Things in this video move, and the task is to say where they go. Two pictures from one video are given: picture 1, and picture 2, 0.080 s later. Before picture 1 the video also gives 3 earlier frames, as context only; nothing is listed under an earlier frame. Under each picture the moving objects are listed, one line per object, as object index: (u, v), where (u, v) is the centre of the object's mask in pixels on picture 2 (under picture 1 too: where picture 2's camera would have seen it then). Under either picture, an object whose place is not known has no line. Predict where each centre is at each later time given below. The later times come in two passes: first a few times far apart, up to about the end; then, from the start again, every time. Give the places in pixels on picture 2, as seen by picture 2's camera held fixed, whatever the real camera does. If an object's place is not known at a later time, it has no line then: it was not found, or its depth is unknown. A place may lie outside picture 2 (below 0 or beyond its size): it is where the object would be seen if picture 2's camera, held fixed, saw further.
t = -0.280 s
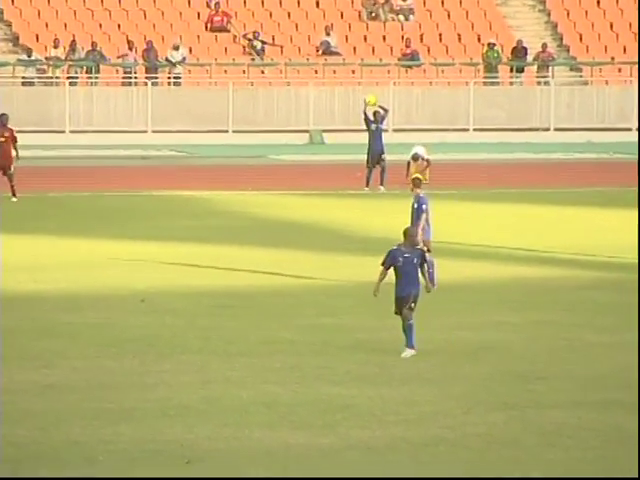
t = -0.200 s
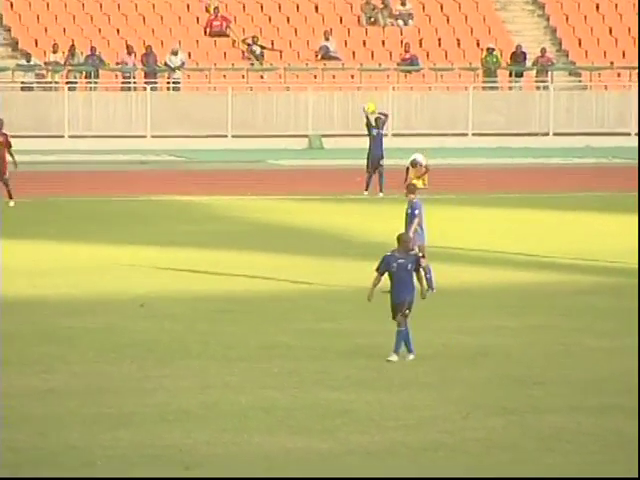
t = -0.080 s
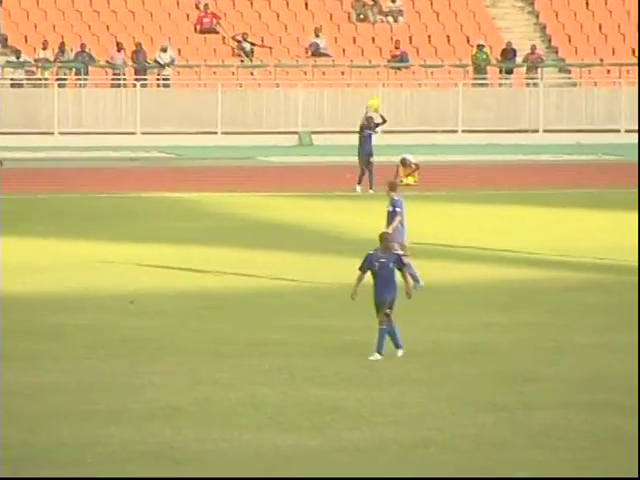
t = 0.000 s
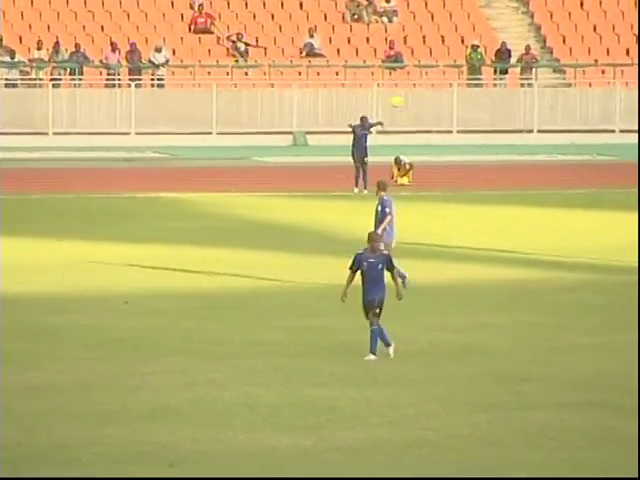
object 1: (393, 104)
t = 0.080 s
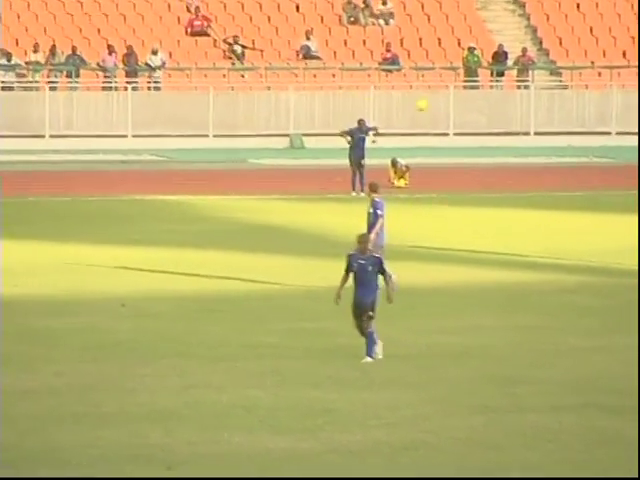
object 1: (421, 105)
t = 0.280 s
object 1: (494, 123)
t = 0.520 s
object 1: (582, 172)
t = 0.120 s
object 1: (436, 107)
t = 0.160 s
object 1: (450, 109)
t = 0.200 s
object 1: (464, 112)
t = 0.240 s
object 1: (479, 118)
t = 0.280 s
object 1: (494, 123)
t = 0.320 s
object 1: (508, 129)
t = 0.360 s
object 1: (522, 136)
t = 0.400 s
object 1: (536, 143)
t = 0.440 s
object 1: (551, 152)
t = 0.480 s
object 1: (566, 162)
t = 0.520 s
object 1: (582, 172)
